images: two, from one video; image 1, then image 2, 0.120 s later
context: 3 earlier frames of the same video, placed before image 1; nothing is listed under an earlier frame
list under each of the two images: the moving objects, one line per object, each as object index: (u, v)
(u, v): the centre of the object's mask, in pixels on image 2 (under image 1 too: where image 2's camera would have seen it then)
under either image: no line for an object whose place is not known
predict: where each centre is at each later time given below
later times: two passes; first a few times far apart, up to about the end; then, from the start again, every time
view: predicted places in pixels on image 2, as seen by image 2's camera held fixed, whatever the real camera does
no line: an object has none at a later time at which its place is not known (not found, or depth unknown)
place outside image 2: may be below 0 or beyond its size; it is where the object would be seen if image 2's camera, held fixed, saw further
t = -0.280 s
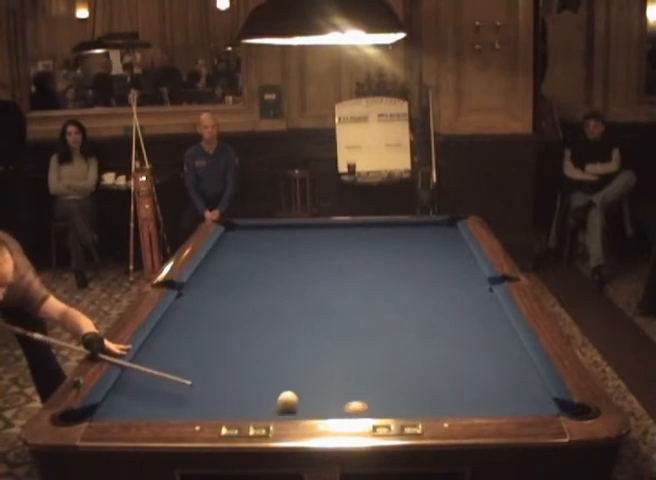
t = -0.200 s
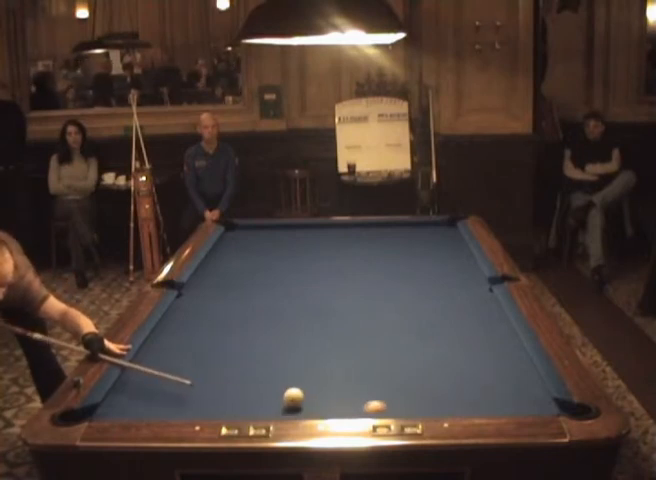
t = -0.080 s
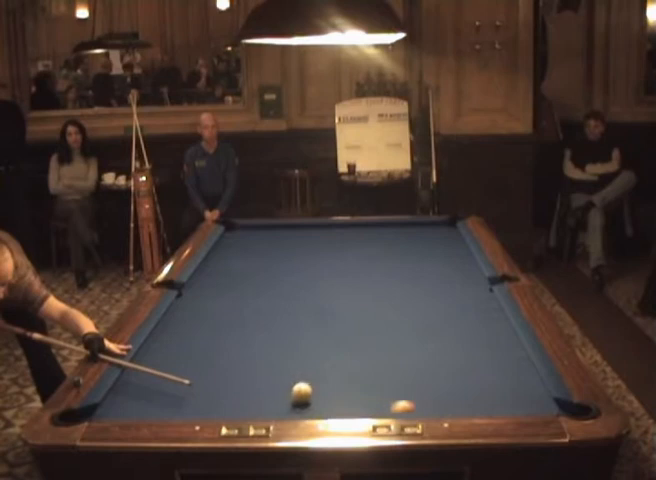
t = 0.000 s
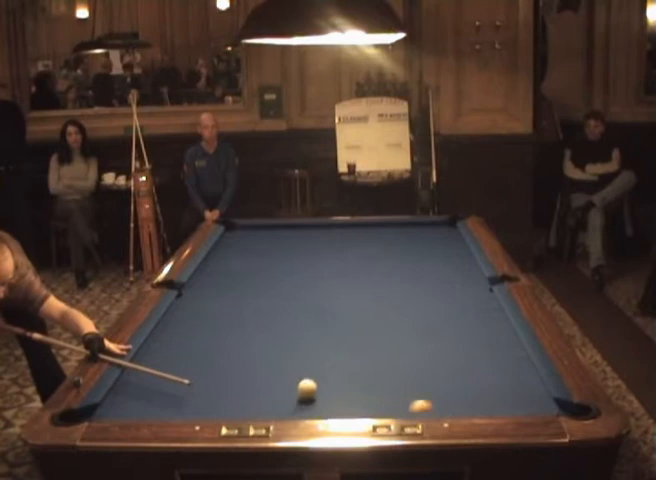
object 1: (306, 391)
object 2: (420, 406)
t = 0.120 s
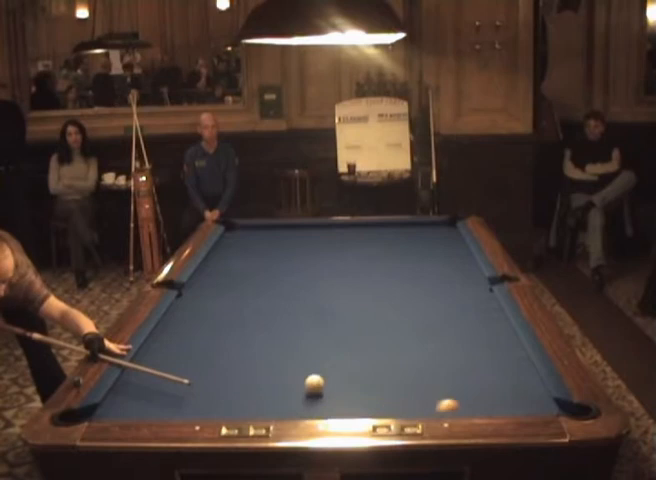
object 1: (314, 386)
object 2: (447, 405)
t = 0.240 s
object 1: (321, 381)
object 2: (472, 405)
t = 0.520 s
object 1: (336, 370)
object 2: (532, 404)
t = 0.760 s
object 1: (348, 363)
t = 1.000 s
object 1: (358, 356)
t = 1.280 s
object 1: (369, 350)
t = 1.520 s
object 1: (377, 345)
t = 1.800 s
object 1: (385, 339)
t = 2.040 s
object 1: (391, 335)
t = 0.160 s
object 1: (316, 385)
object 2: (455, 405)
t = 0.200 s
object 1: (319, 383)
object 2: (464, 405)
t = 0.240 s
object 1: (321, 381)
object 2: (472, 405)
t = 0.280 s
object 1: (323, 379)
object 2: (482, 405)
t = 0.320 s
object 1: (325, 378)
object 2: (490, 404)
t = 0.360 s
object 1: (328, 376)
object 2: (499, 404)
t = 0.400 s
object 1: (330, 374)
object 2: (507, 404)
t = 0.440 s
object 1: (332, 373)
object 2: (515, 404)
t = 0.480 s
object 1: (334, 372)
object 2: (524, 404)
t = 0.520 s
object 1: (336, 370)
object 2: (532, 404)
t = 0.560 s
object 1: (338, 369)
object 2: (540, 404)
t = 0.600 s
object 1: (340, 368)
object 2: (549, 404)
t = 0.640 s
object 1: (342, 366)
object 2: (557, 404)
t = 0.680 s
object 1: (344, 365)
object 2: (560, 406)
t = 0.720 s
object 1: (346, 364)
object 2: (560, 410)
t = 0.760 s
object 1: (348, 363)
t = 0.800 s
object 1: (349, 362)
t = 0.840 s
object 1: (351, 361)
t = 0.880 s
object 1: (353, 359)
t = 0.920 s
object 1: (355, 358)
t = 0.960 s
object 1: (356, 357)
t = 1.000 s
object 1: (358, 356)
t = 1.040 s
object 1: (359, 355)
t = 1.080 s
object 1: (361, 354)
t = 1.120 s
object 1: (362, 353)
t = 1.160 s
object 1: (364, 352)
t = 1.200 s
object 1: (366, 351)
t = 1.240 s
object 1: (367, 350)
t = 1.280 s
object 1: (369, 350)
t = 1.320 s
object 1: (370, 349)
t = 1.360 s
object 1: (371, 348)
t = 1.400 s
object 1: (373, 347)
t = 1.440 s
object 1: (374, 346)
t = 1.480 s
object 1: (375, 345)
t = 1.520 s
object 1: (377, 345)
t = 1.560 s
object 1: (378, 344)
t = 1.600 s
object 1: (379, 343)
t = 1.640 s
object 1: (380, 342)
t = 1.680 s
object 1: (381, 341)
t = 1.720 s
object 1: (383, 340)
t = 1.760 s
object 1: (384, 340)
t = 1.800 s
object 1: (385, 339)
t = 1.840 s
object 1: (386, 338)
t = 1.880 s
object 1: (387, 338)
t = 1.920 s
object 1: (388, 337)
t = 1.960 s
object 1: (389, 337)
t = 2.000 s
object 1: (390, 336)
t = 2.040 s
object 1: (391, 335)
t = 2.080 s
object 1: (391, 335)
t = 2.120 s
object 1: (393, 334)
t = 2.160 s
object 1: (393, 333)
